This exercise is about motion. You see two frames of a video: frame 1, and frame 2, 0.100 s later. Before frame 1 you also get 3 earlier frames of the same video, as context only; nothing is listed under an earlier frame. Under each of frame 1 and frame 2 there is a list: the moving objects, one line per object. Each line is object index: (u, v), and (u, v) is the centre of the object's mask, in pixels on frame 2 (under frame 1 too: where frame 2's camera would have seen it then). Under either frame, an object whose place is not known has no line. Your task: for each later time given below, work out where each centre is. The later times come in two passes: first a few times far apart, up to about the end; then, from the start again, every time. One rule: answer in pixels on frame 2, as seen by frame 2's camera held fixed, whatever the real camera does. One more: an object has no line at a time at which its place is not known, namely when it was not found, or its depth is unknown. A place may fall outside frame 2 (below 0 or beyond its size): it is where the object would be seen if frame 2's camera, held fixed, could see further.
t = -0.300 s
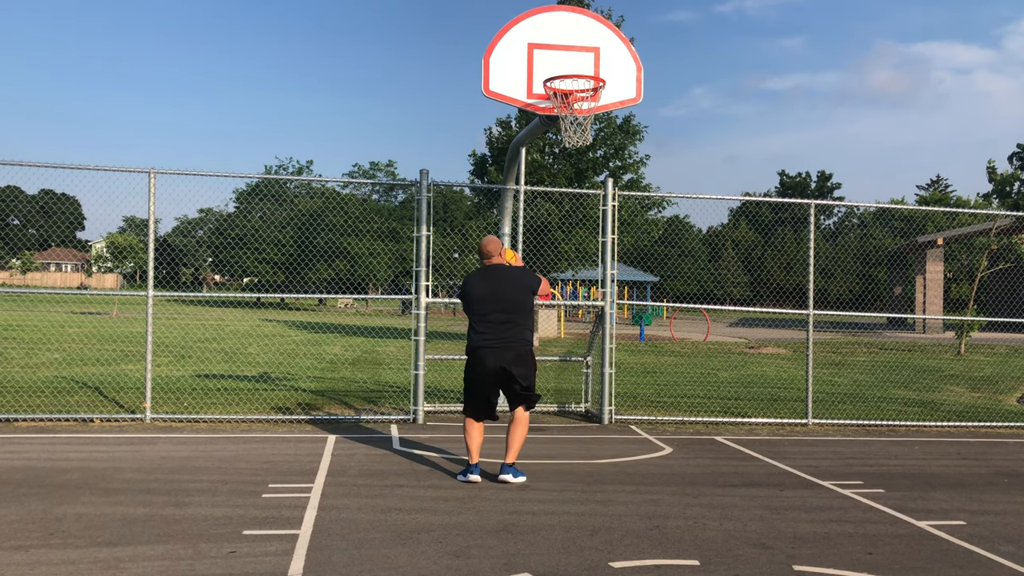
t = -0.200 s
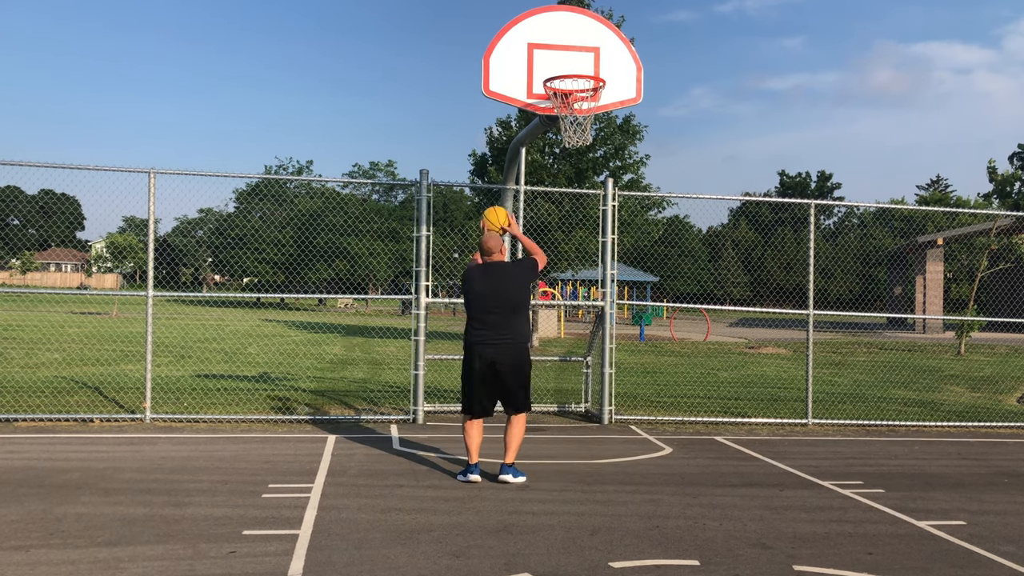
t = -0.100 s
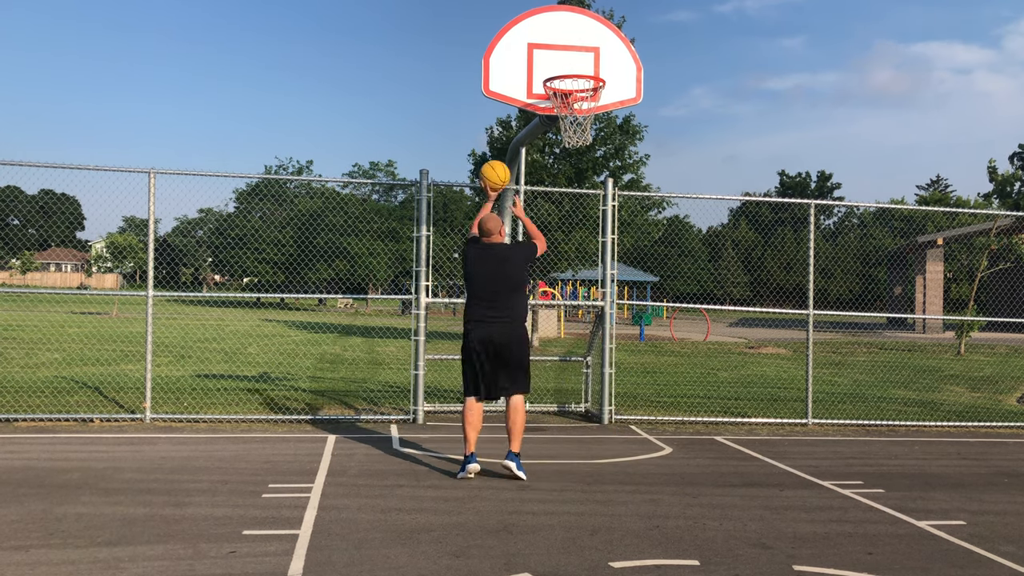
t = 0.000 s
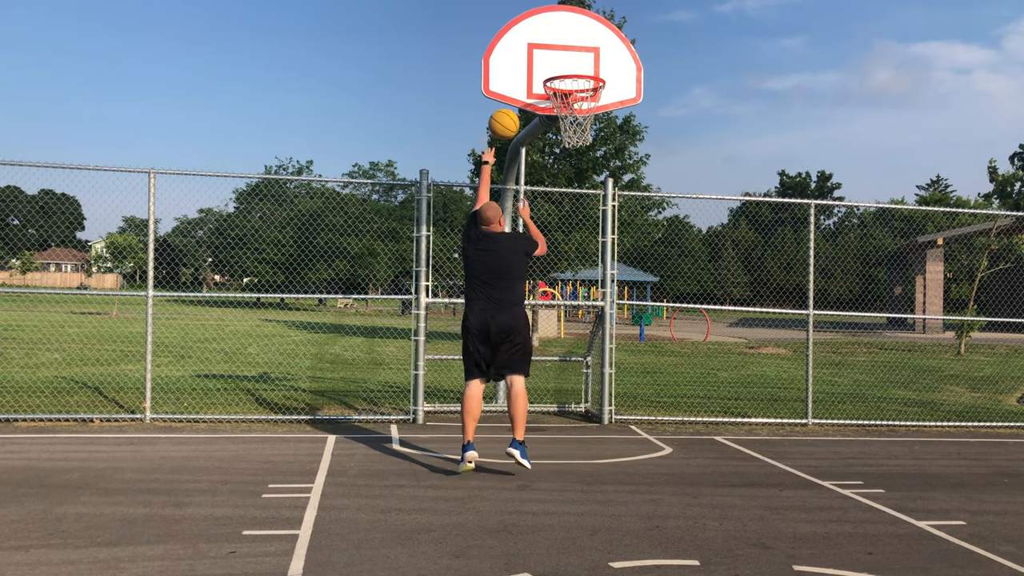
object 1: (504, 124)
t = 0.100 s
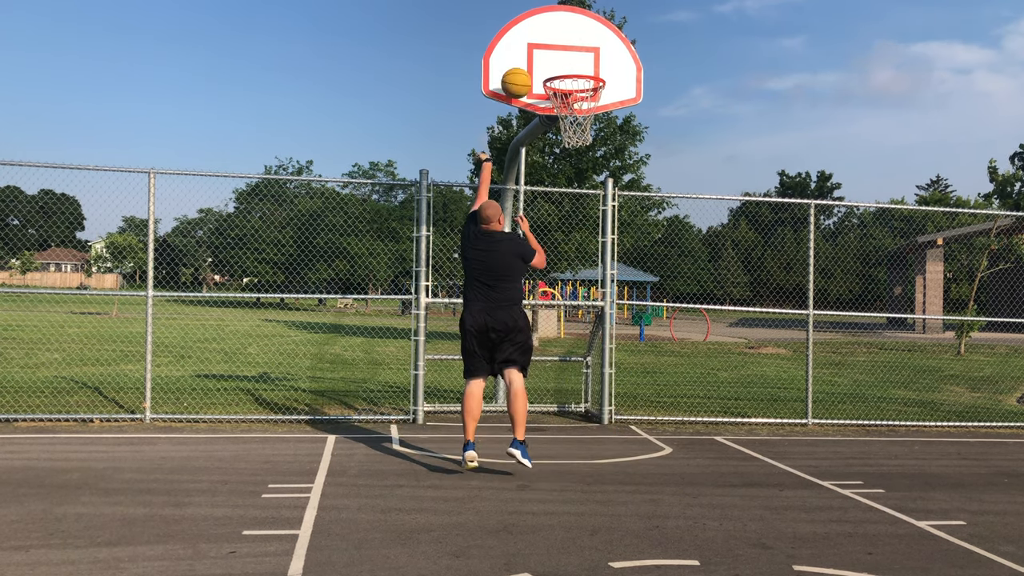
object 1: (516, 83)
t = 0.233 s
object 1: (532, 49)
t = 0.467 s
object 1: (553, 53)
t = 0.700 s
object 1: (576, 127)
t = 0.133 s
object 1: (520, 72)
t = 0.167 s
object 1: (524, 63)
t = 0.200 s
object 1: (528, 55)
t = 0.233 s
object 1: (532, 49)
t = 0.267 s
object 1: (535, 45)
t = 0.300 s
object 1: (538, 43)
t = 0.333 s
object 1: (541, 42)
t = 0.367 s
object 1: (545, 42)
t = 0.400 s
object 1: (547, 45)
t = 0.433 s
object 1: (550, 48)
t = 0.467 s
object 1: (553, 53)
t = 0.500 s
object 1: (556, 59)
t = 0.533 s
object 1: (559, 65)
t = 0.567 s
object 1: (563, 75)
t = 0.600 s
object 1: (565, 88)
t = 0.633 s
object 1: (568, 100)
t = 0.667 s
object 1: (572, 112)
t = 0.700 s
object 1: (576, 127)
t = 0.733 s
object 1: (578, 143)
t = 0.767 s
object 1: (581, 161)
